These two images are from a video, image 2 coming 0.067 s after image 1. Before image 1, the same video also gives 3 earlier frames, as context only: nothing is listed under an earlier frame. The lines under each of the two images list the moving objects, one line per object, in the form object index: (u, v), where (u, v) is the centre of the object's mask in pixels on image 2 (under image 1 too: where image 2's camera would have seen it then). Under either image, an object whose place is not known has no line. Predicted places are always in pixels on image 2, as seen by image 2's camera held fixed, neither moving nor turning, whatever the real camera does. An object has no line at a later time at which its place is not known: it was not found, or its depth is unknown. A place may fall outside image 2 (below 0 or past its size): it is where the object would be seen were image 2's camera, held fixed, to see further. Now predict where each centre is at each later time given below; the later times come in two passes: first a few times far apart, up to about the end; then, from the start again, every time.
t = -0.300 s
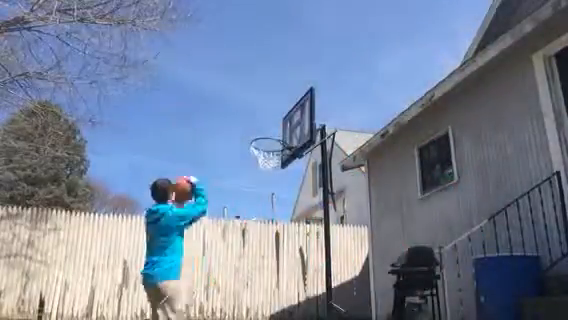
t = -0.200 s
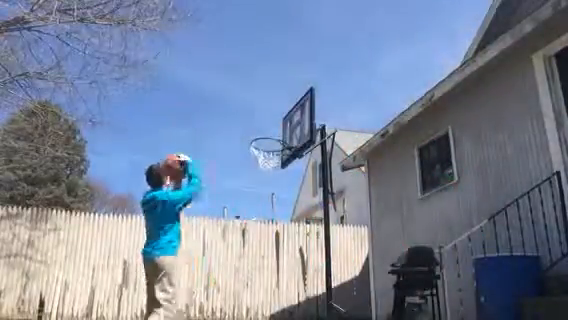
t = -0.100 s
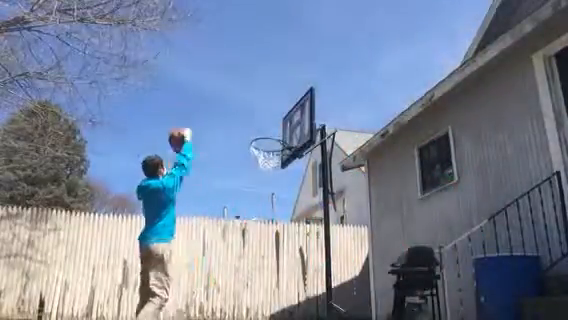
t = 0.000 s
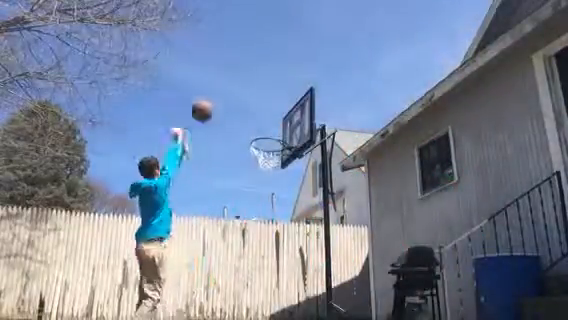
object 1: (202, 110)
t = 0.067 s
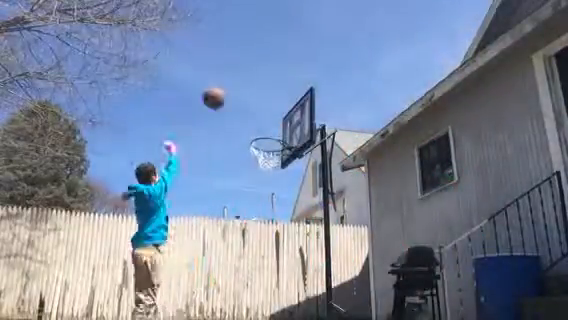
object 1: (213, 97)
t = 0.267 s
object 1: (243, 85)
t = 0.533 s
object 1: (274, 113)
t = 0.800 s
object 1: (264, 136)
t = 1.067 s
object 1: (230, 152)
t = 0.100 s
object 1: (219, 93)
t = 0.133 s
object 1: (224, 90)
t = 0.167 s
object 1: (229, 87)
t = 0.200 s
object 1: (235, 85)
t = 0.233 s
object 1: (239, 85)
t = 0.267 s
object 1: (243, 85)
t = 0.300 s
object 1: (247, 86)
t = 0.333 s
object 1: (250, 88)
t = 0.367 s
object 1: (256, 90)
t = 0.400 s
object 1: (259, 93)
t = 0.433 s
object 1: (263, 98)
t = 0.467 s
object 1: (267, 102)
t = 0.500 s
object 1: (270, 107)
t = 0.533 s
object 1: (274, 113)
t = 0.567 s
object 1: (277, 119)
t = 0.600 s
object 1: (280, 127)
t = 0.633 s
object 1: (283, 134)
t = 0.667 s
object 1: (280, 137)
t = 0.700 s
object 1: (276, 143)
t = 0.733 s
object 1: (274, 141)
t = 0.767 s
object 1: (269, 137)
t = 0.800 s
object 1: (264, 136)
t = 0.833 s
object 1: (260, 136)
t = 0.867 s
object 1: (256, 136)
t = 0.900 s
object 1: (252, 136)
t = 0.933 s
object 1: (247, 138)
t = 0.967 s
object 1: (243, 140)
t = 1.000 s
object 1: (239, 144)
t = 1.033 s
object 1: (234, 148)
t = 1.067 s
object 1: (230, 152)
